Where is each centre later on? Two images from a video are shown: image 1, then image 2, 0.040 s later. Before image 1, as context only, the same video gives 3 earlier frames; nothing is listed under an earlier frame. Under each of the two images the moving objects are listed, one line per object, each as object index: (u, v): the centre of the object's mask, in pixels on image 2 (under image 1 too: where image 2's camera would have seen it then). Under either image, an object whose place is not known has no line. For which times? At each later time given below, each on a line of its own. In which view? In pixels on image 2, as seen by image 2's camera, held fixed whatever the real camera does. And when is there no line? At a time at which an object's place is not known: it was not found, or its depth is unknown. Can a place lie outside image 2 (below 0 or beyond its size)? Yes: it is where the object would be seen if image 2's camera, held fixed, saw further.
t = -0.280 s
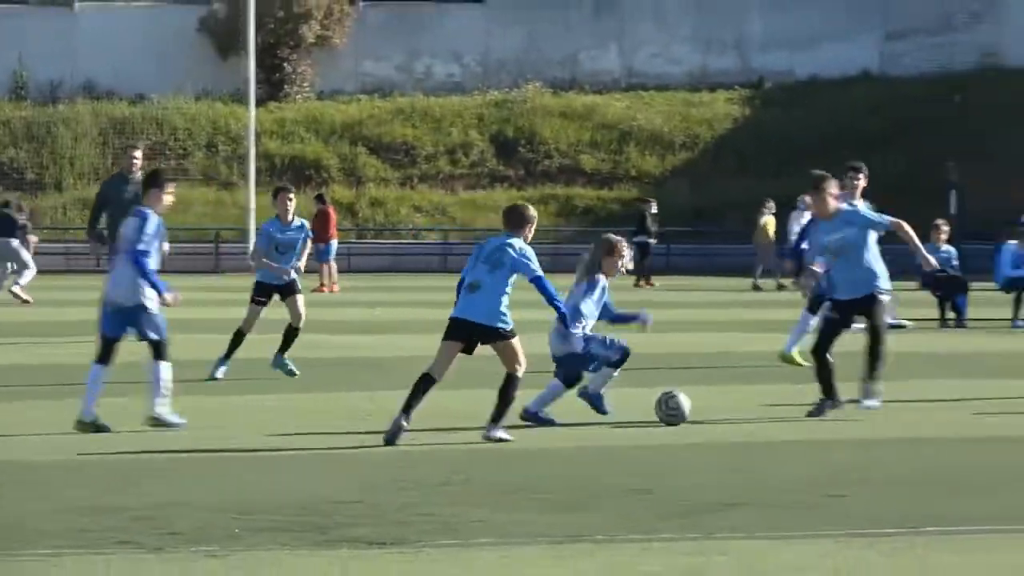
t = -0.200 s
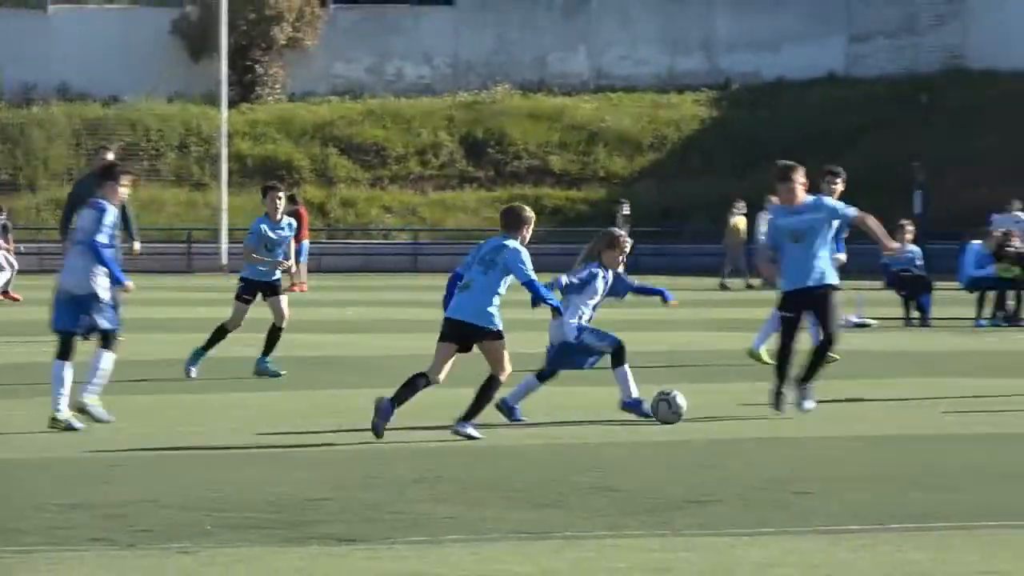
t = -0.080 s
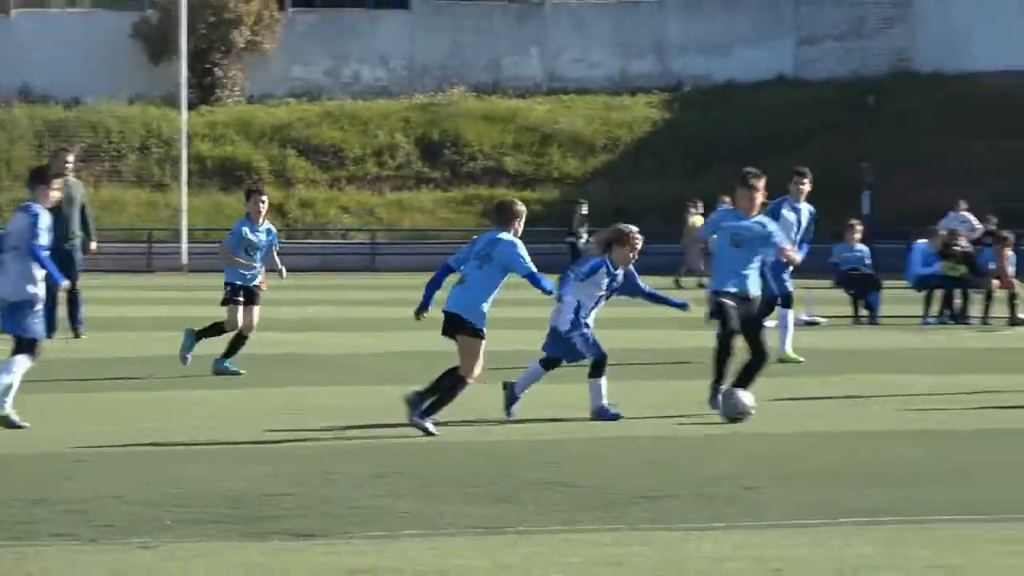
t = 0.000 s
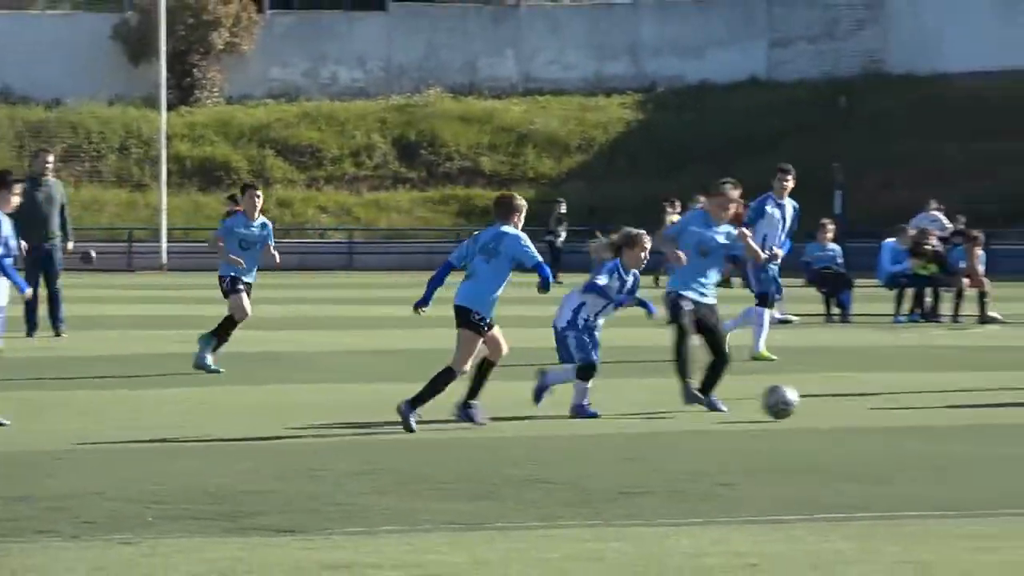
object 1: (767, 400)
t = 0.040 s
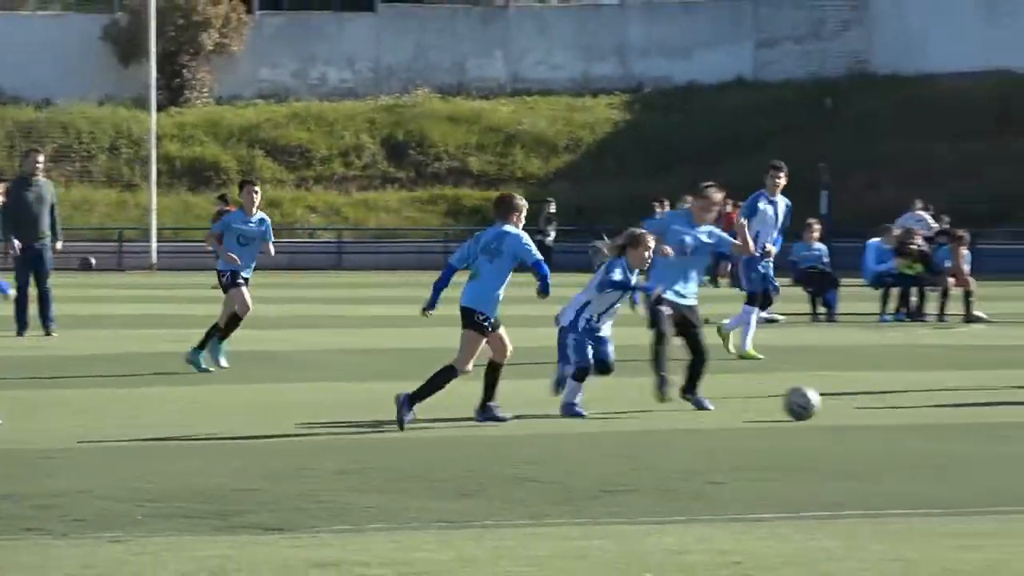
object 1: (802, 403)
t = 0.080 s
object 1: (834, 403)
